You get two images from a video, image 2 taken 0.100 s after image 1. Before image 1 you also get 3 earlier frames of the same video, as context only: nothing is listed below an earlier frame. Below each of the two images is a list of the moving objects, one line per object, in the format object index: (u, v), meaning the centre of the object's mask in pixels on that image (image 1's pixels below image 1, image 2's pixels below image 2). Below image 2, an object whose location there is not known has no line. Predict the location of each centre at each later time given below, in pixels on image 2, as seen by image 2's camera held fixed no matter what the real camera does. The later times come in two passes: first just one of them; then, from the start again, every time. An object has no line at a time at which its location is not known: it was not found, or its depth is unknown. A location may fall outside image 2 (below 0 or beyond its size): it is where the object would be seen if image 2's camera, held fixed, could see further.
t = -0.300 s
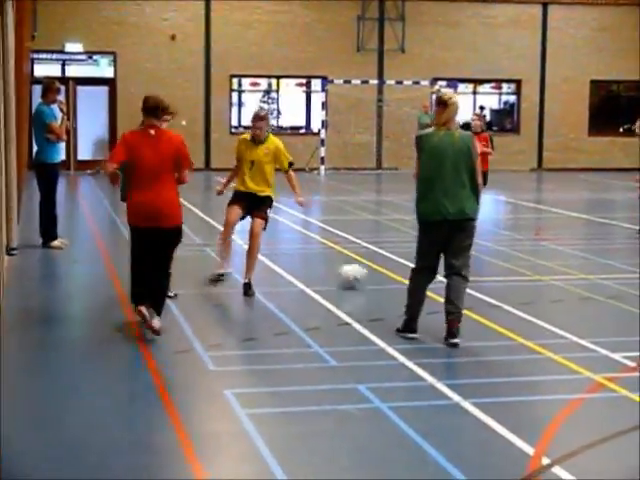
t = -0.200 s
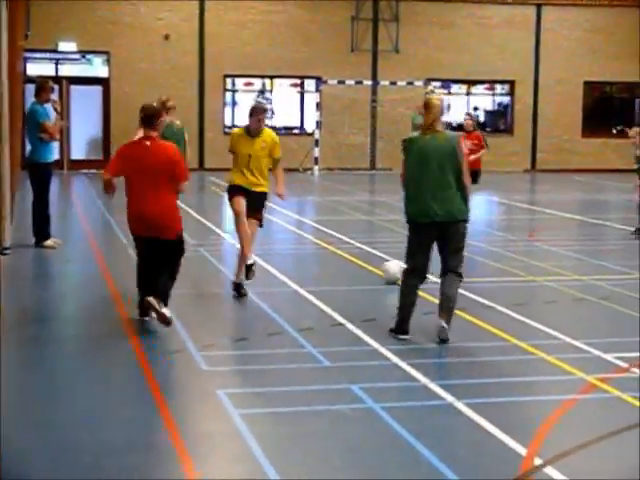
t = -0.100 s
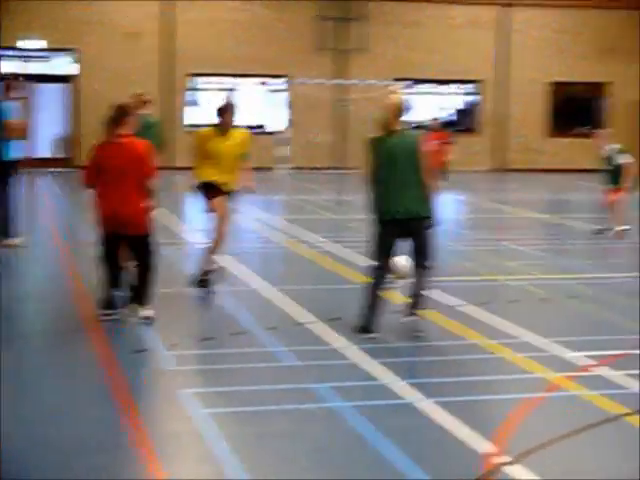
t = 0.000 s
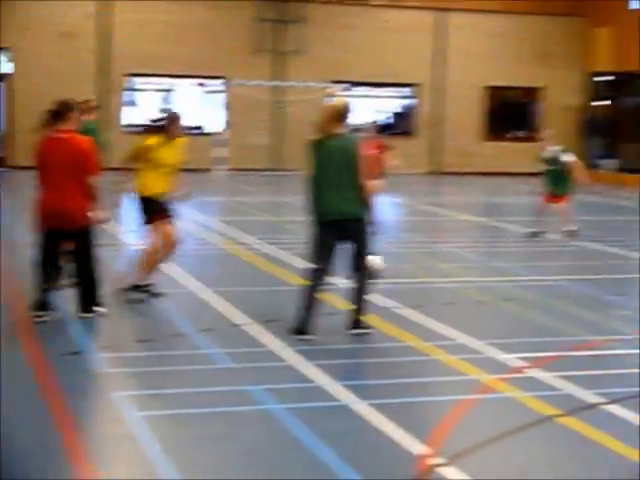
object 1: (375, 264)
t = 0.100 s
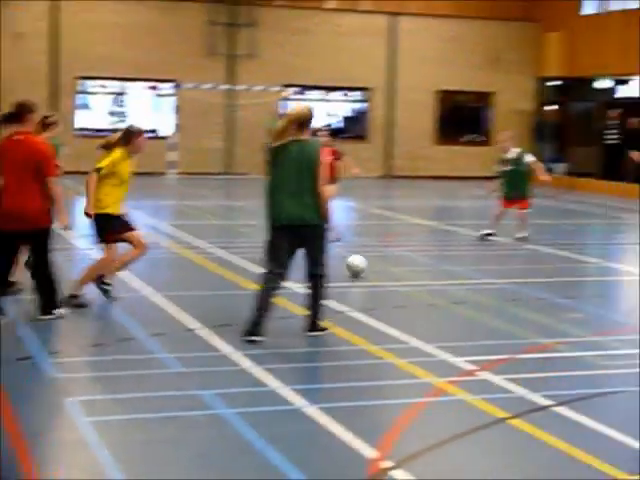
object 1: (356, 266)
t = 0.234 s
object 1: (392, 259)
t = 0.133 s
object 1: (365, 264)
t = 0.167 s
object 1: (375, 264)
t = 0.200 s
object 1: (383, 262)
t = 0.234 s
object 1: (392, 259)
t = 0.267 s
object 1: (400, 260)
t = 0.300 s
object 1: (409, 260)
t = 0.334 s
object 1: (416, 258)
